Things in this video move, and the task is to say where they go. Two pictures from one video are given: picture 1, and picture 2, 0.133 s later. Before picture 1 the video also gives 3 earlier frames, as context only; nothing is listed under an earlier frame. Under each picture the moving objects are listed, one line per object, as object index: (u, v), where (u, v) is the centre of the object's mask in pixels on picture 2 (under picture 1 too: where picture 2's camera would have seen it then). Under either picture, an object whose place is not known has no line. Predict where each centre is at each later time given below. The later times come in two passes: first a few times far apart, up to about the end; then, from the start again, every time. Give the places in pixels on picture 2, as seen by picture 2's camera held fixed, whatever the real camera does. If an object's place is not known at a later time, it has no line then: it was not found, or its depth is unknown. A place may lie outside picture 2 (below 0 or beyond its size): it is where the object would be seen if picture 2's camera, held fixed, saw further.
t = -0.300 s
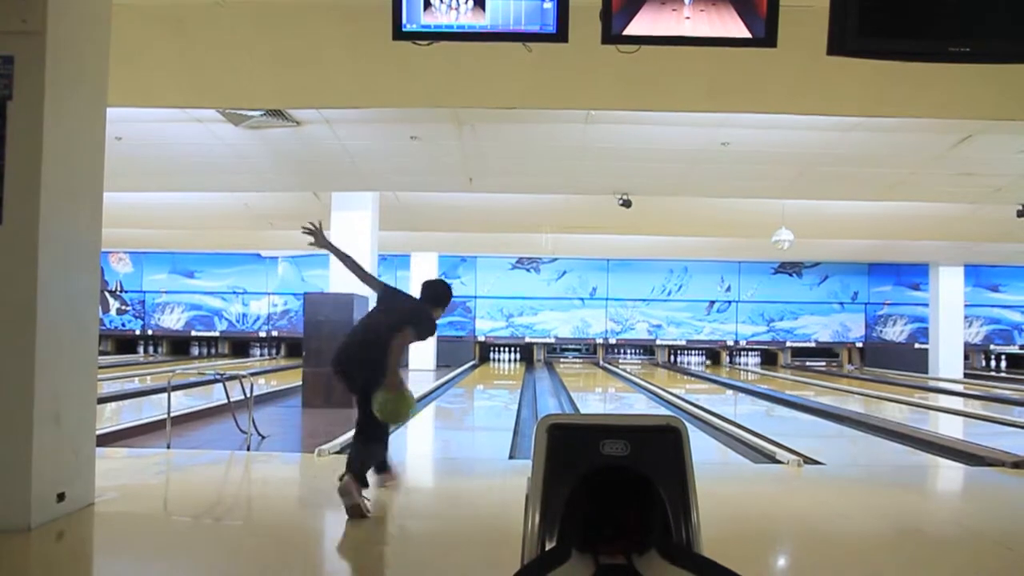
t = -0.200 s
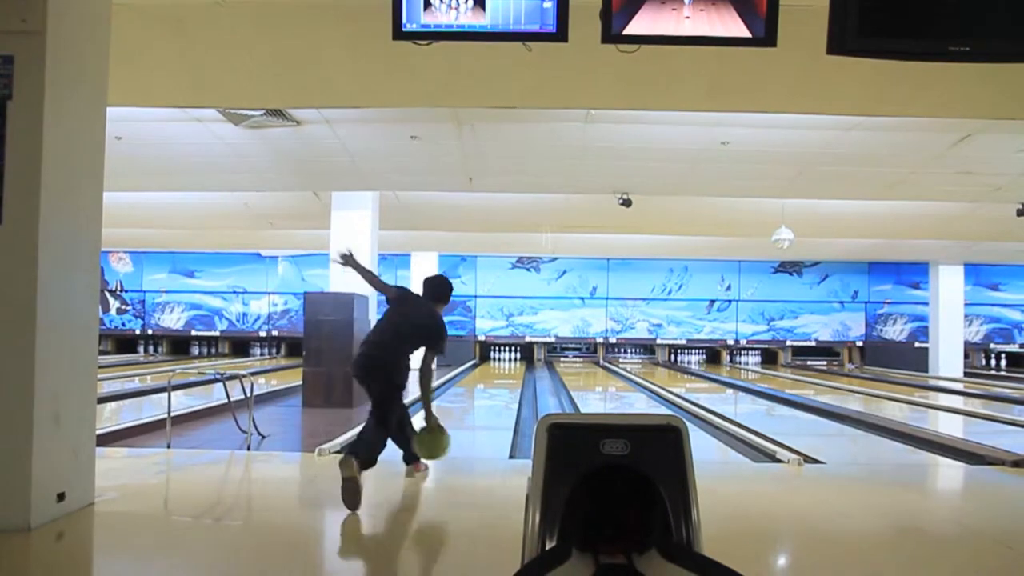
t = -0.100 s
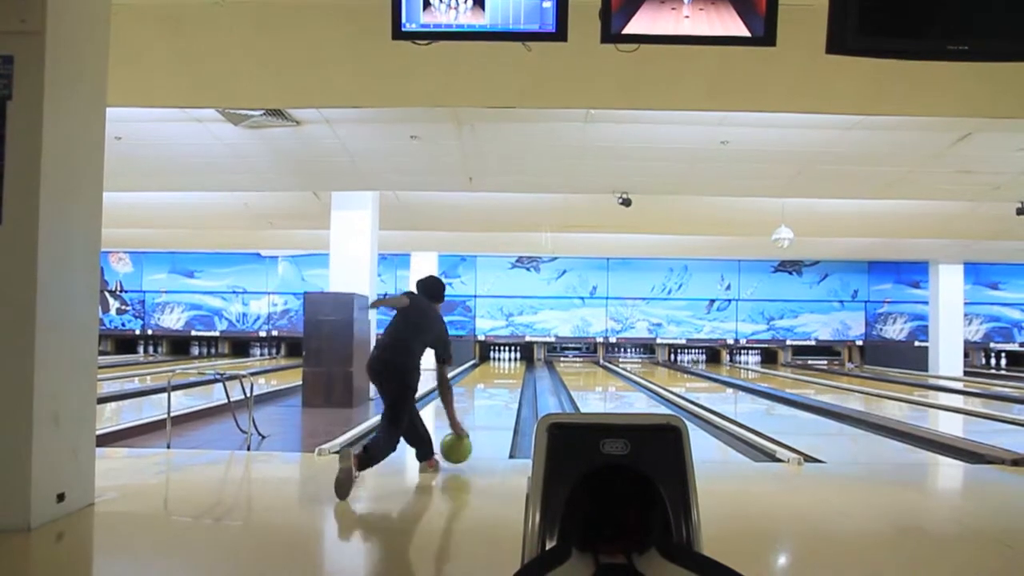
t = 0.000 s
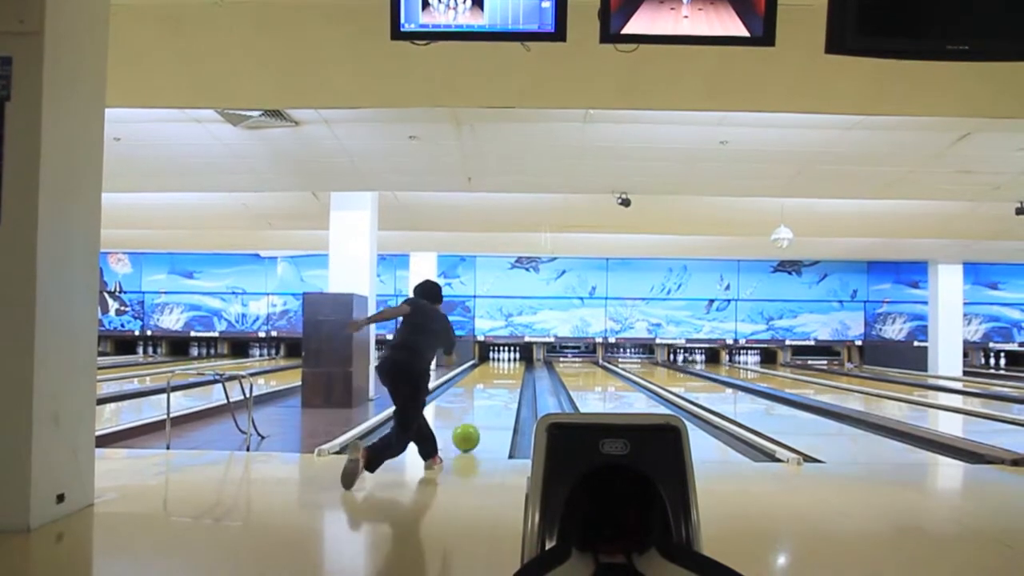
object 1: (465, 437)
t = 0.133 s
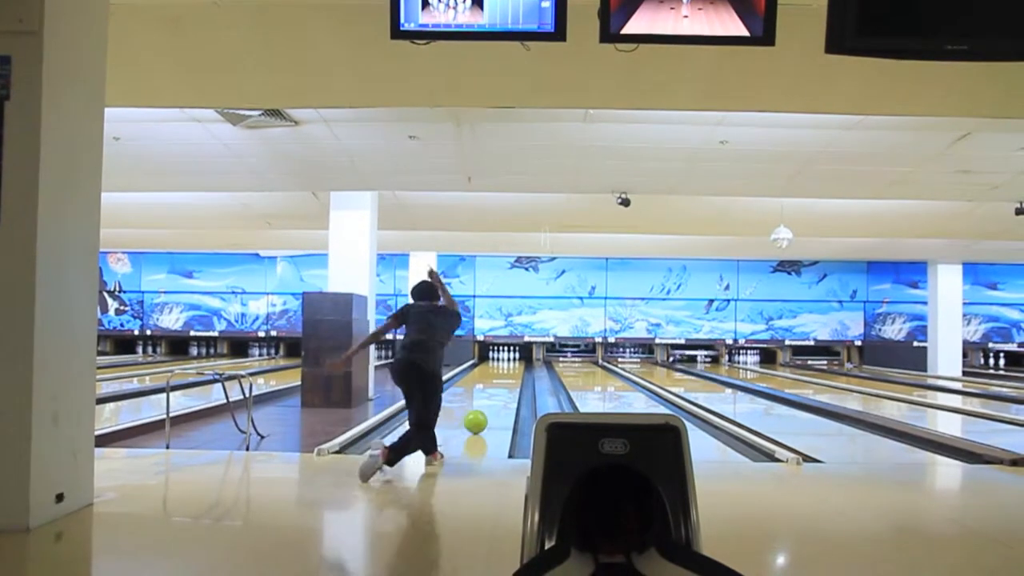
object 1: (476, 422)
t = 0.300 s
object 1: (484, 406)
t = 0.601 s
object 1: (494, 389)
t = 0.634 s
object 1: (494, 388)
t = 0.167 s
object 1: (478, 418)
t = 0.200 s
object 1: (479, 415)
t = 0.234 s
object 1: (481, 412)
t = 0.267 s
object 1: (482, 409)
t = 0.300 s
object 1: (484, 406)
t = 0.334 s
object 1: (486, 404)
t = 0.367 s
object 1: (487, 402)
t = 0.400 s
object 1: (488, 399)
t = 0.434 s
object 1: (489, 398)
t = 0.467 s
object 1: (490, 395)
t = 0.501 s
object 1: (491, 394)
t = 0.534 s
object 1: (492, 392)
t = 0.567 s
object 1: (494, 390)
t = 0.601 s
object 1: (494, 389)
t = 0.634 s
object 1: (494, 388)
